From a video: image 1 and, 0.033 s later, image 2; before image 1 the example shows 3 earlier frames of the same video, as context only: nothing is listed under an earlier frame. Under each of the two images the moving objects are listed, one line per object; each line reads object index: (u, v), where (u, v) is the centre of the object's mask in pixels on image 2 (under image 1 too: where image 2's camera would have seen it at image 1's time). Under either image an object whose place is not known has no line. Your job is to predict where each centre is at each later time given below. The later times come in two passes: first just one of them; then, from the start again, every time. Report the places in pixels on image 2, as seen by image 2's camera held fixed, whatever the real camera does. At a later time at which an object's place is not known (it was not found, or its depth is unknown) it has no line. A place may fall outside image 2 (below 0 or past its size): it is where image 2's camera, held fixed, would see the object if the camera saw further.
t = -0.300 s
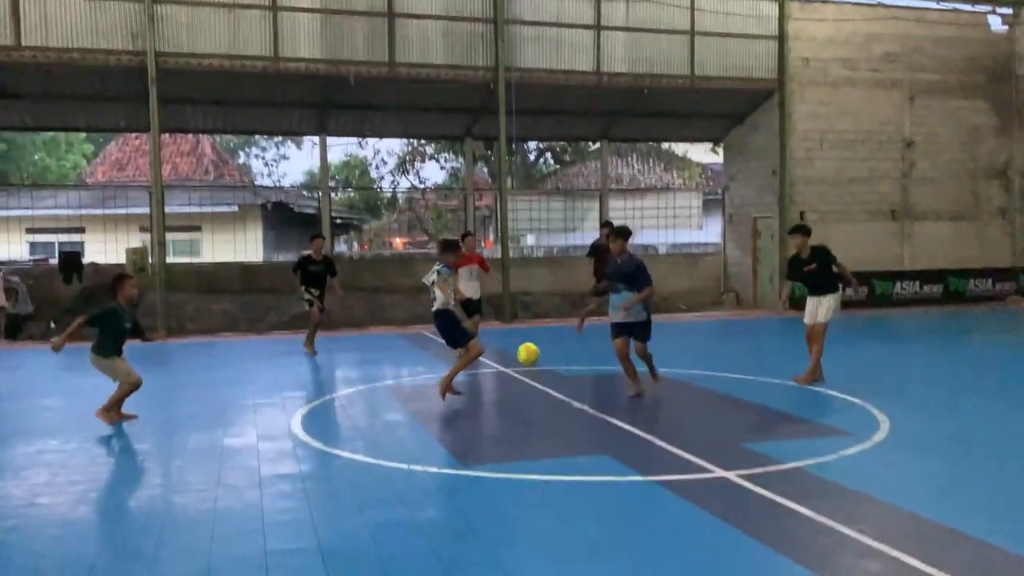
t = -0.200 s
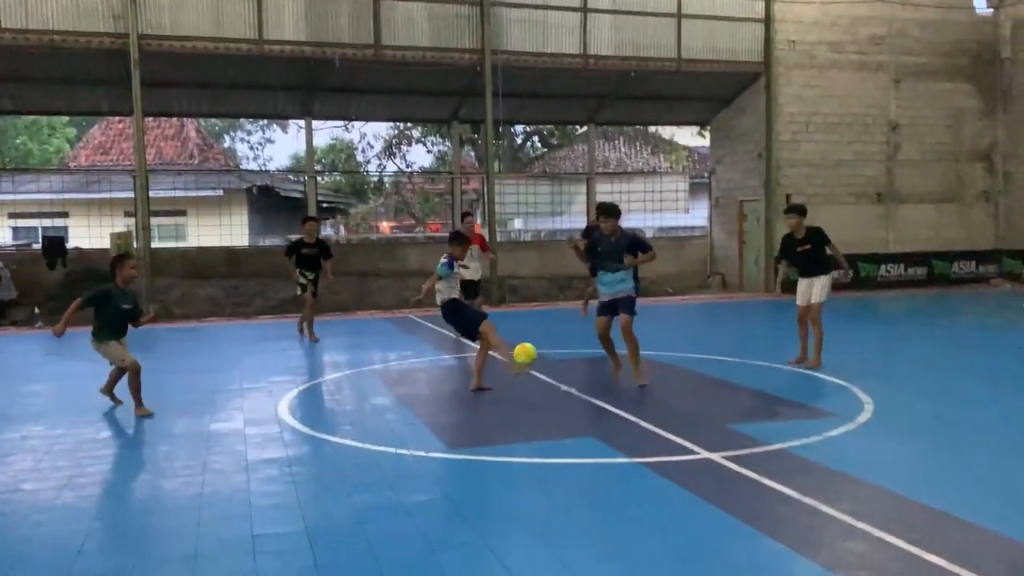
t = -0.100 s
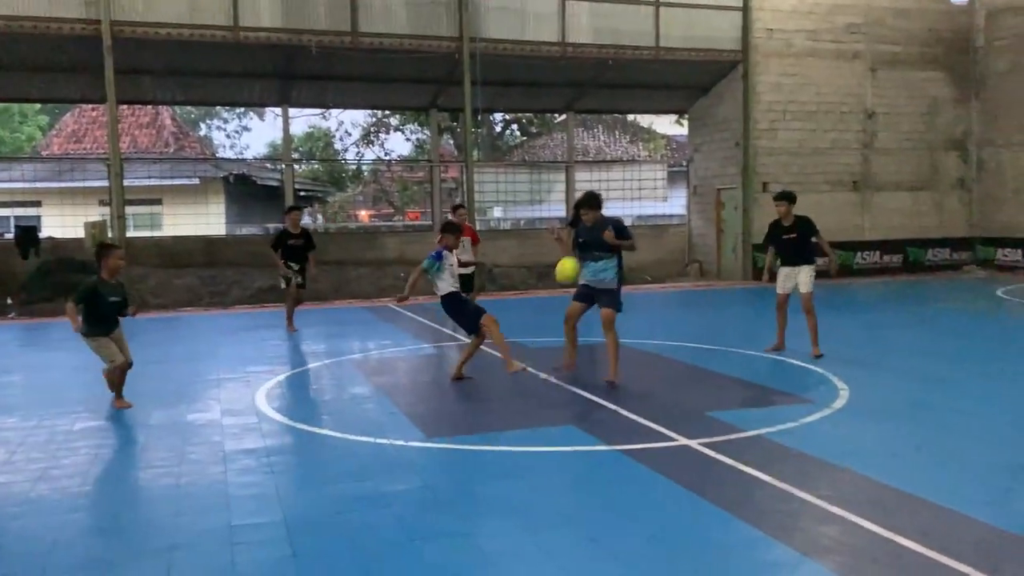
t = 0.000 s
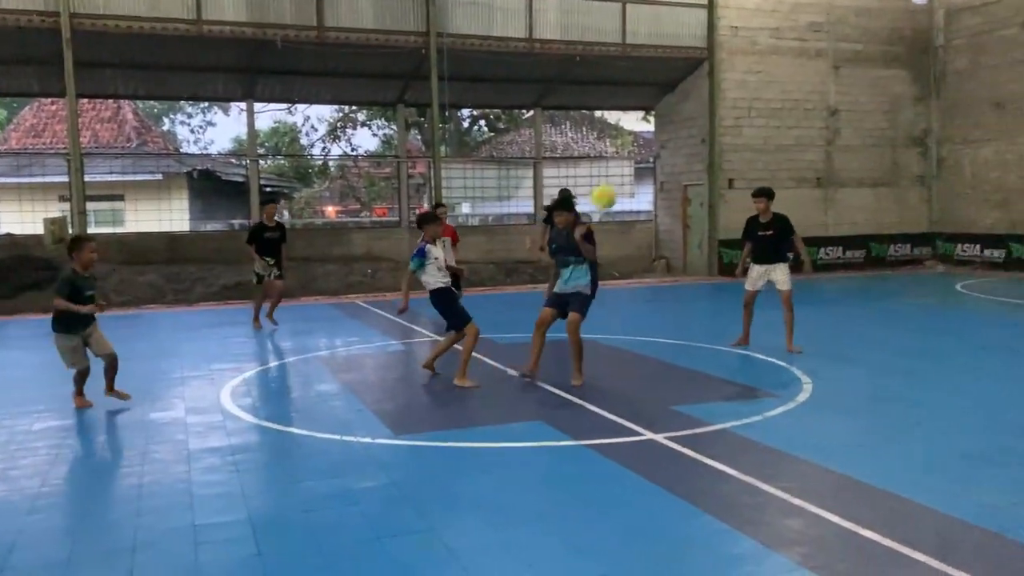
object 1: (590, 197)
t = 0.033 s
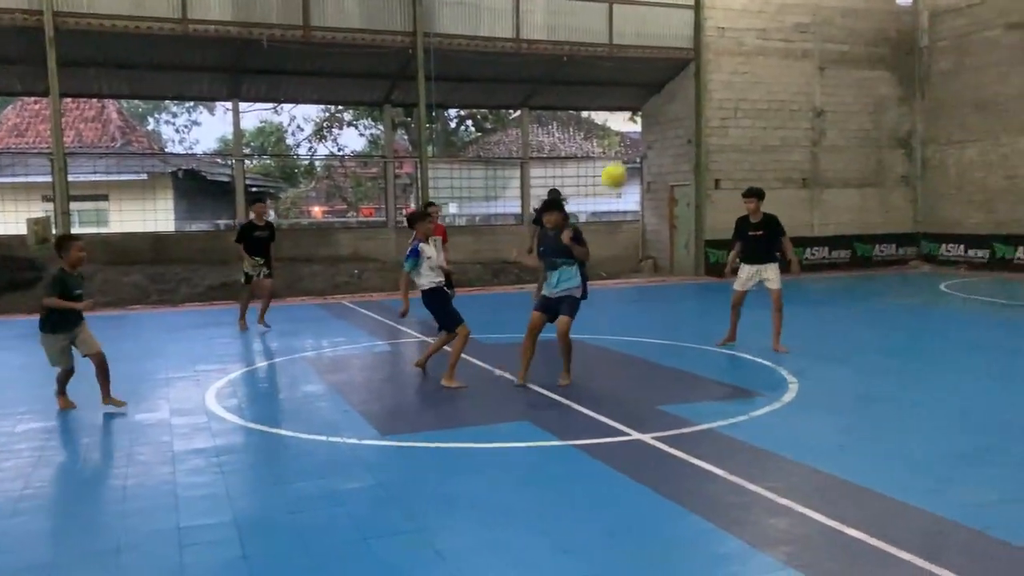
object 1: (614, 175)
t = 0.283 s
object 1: (794, 54)
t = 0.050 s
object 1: (626, 165)
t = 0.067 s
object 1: (638, 154)
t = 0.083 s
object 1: (649, 145)
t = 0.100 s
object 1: (660, 136)
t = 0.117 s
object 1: (672, 126)
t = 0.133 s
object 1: (685, 118)
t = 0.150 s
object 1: (697, 109)
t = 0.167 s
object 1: (710, 101)
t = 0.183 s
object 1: (721, 93)
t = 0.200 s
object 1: (734, 86)
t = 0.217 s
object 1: (747, 78)
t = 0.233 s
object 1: (758, 71)
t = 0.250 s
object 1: (770, 65)
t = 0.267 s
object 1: (783, 59)
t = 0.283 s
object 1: (794, 54)
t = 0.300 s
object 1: (806, 47)
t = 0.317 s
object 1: (818, 42)
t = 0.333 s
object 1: (830, 37)
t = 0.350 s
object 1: (843, 34)
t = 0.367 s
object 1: (854, 30)
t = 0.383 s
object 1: (866, 26)
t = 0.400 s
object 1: (877, 23)
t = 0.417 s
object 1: (889, 21)
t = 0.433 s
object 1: (900, 18)
